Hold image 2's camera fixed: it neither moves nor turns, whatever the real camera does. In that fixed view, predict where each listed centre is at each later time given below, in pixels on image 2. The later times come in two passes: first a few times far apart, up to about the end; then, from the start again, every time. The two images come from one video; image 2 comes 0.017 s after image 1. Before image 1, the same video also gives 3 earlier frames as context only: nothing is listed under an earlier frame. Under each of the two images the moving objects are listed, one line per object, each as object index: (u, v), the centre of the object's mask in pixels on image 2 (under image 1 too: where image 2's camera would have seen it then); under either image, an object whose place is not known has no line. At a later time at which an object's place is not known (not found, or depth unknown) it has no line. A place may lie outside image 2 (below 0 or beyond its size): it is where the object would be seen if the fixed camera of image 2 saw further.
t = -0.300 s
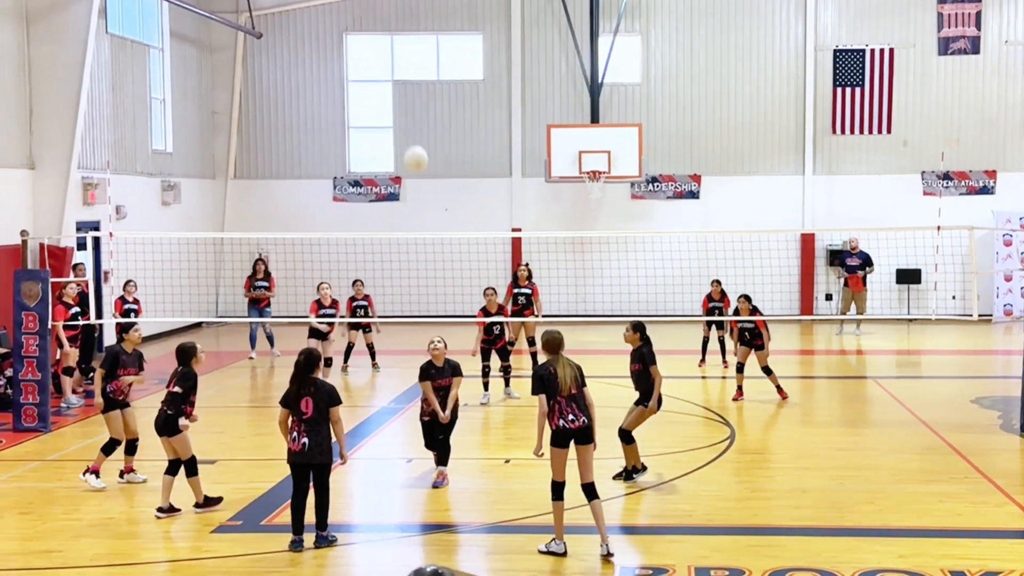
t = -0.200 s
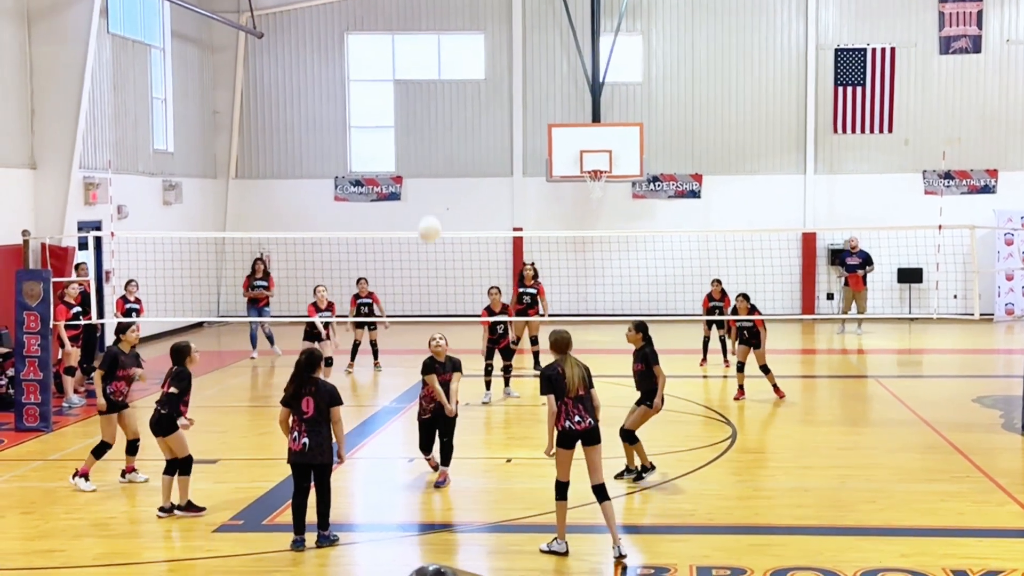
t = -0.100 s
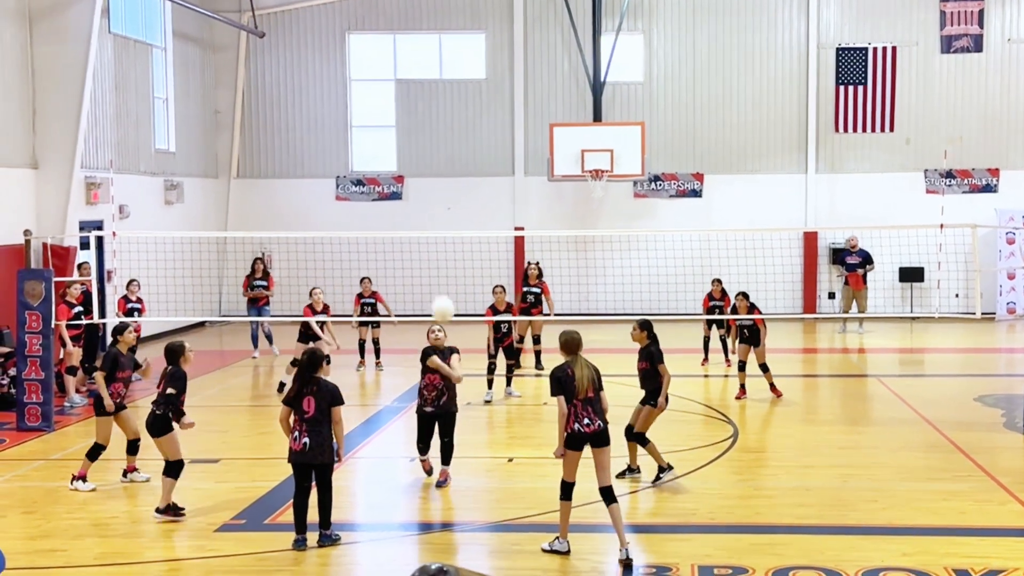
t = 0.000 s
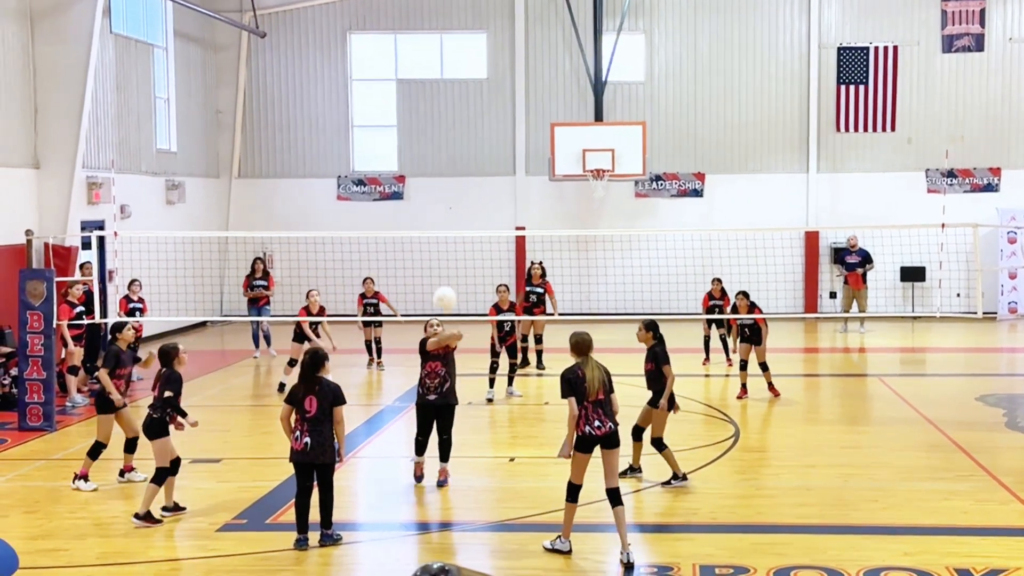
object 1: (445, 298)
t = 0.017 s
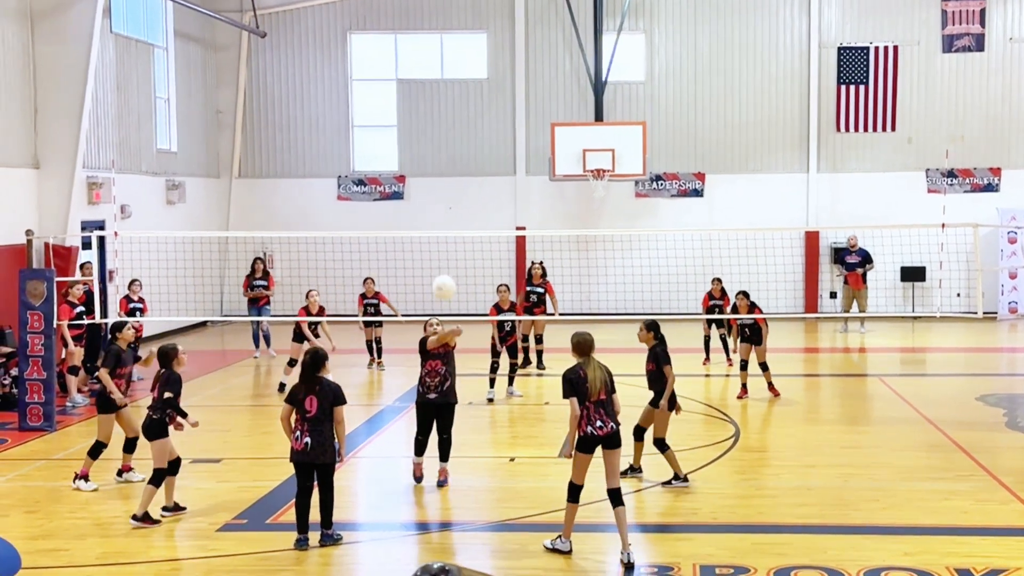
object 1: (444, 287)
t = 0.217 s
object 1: (432, 173)
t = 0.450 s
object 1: (419, 96)
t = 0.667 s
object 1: (407, 80)
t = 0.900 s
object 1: (397, 119)
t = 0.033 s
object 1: (443, 277)
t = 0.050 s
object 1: (442, 266)
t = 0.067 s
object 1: (440, 255)
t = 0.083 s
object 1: (440, 244)
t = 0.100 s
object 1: (439, 235)
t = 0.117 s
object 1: (438, 224)
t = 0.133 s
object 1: (437, 216)
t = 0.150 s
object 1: (436, 206)
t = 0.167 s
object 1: (435, 197)
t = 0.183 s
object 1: (434, 189)
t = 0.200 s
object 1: (433, 181)
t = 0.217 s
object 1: (432, 173)
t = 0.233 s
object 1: (431, 165)
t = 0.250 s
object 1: (430, 159)
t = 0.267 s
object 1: (429, 152)
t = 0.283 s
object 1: (428, 145)
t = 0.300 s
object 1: (427, 139)
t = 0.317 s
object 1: (426, 133)
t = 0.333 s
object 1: (425, 127)
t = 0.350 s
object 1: (424, 122)
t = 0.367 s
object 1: (424, 117)
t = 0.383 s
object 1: (423, 112)
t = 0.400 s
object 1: (421, 108)
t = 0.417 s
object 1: (421, 104)
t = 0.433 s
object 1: (420, 100)
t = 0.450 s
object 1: (419, 96)
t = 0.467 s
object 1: (418, 93)
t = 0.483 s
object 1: (417, 90)
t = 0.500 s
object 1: (416, 89)
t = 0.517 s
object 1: (415, 86)
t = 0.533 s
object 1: (414, 84)
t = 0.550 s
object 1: (414, 83)
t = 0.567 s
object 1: (412, 82)
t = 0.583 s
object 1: (411, 80)
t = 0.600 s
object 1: (410, 80)
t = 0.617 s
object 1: (409, 80)
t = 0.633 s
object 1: (409, 80)
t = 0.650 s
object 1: (408, 80)
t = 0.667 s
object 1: (407, 80)
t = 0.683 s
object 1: (406, 81)
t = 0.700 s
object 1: (406, 83)
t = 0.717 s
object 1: (405, 84)
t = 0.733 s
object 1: (404, 85)
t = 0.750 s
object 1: (403, 88)
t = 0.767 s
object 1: (402, 89)
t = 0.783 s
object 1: (402, 92)
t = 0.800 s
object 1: (401, 95)
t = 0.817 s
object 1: (400, 98)
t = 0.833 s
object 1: (400, 102)
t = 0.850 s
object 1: (399, 105)
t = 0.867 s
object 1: (398, 110)
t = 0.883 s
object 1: (397, 114)
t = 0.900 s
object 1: (397, 119)
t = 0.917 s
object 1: (396, 125)
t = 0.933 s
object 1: (395, 130)
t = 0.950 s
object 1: (395, 136)
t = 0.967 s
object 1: (394, 142)
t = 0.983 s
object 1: (394, 148)
